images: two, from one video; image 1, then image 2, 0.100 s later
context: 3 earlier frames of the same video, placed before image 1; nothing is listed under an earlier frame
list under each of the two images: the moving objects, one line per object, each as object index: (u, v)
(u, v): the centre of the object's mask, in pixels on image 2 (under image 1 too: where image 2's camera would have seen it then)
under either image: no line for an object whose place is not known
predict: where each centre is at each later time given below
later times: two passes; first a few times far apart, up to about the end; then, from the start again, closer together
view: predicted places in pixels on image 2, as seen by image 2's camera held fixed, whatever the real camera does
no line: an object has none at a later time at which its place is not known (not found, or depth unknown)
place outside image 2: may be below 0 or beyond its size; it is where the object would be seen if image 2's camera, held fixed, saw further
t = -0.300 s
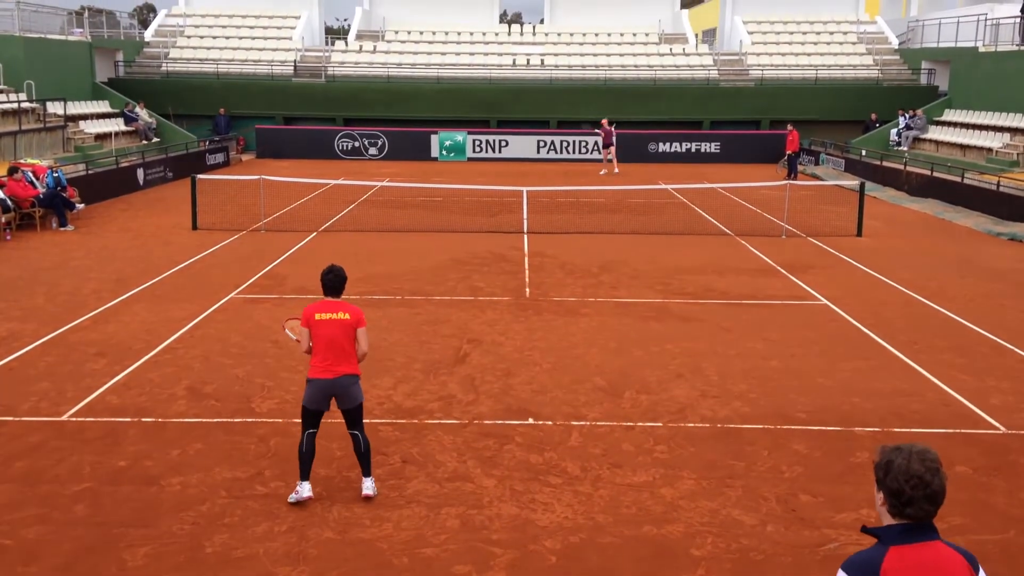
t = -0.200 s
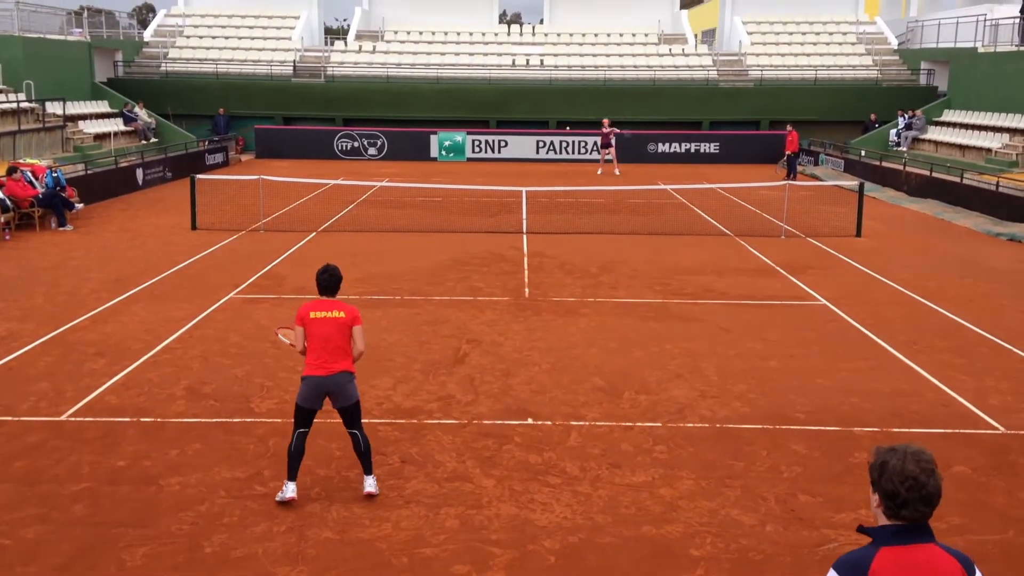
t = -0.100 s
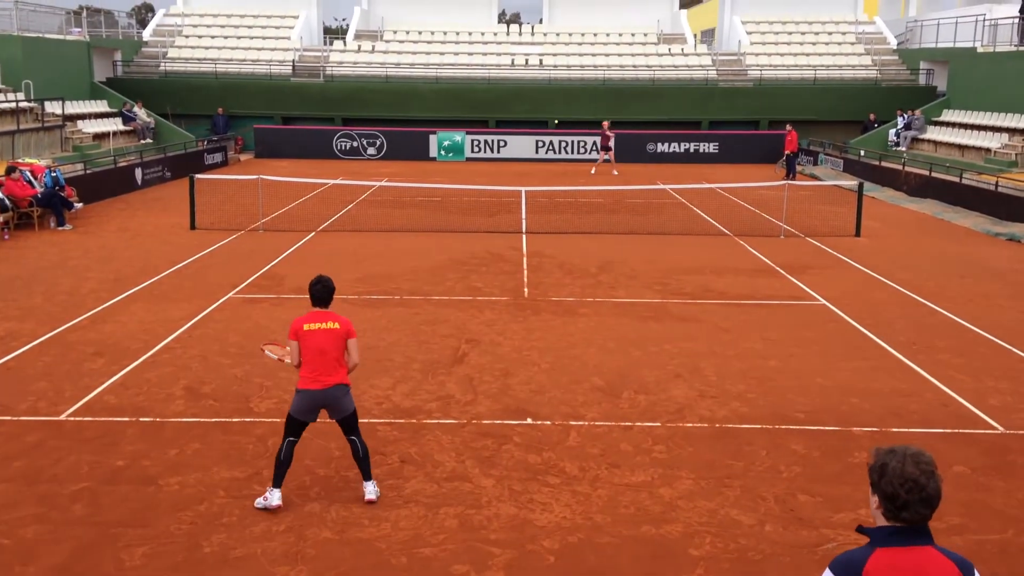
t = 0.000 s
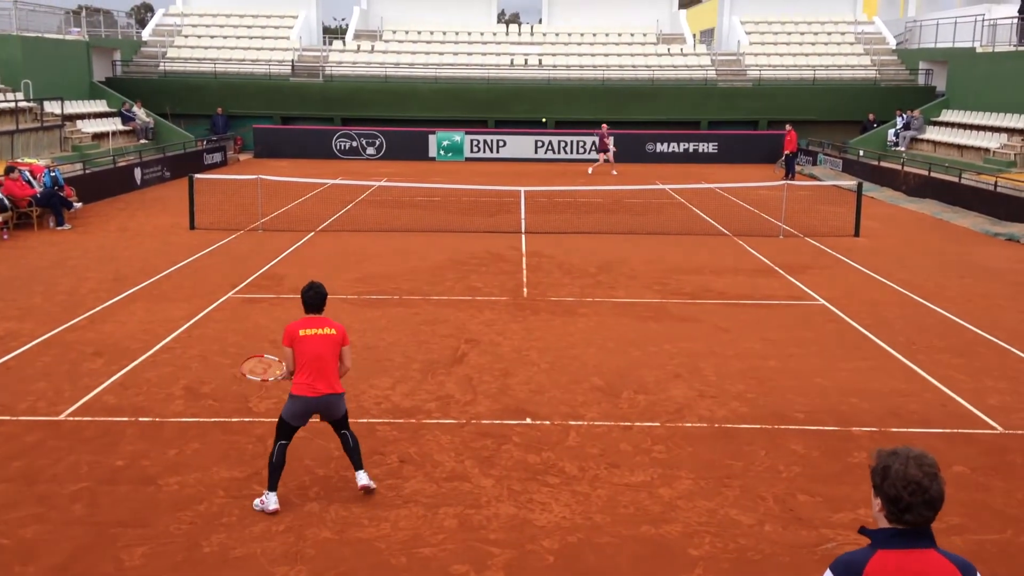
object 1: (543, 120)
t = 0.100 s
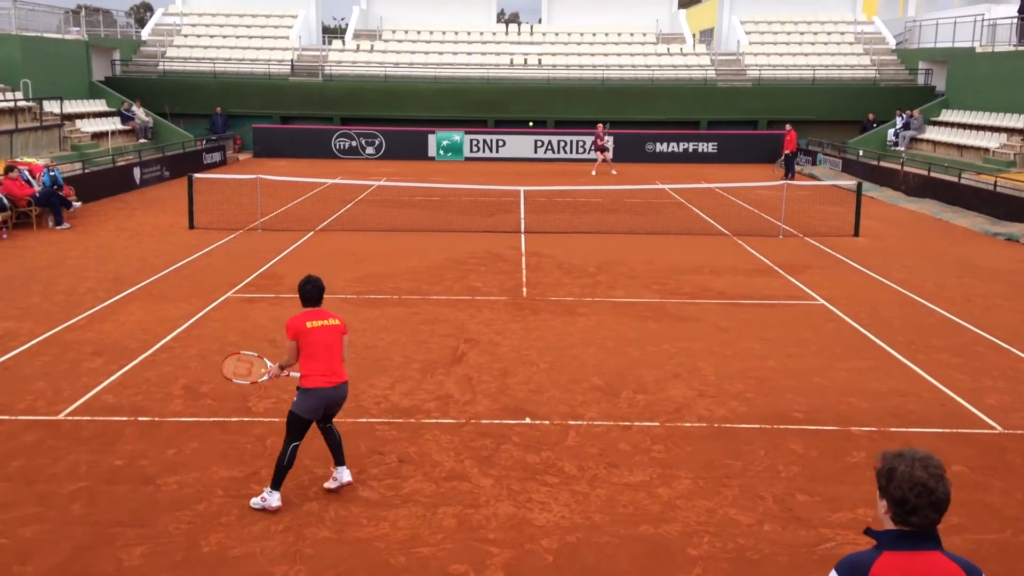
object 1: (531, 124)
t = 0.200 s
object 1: (517, 135)
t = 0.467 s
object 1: (470, 218)
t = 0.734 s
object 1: (411, 290)
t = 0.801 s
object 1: (398, 278)
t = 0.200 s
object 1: (517, 135)
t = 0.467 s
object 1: (470, 218)
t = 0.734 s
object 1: (411, 290)
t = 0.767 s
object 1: (405, 283)
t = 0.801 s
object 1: (398, 278)
